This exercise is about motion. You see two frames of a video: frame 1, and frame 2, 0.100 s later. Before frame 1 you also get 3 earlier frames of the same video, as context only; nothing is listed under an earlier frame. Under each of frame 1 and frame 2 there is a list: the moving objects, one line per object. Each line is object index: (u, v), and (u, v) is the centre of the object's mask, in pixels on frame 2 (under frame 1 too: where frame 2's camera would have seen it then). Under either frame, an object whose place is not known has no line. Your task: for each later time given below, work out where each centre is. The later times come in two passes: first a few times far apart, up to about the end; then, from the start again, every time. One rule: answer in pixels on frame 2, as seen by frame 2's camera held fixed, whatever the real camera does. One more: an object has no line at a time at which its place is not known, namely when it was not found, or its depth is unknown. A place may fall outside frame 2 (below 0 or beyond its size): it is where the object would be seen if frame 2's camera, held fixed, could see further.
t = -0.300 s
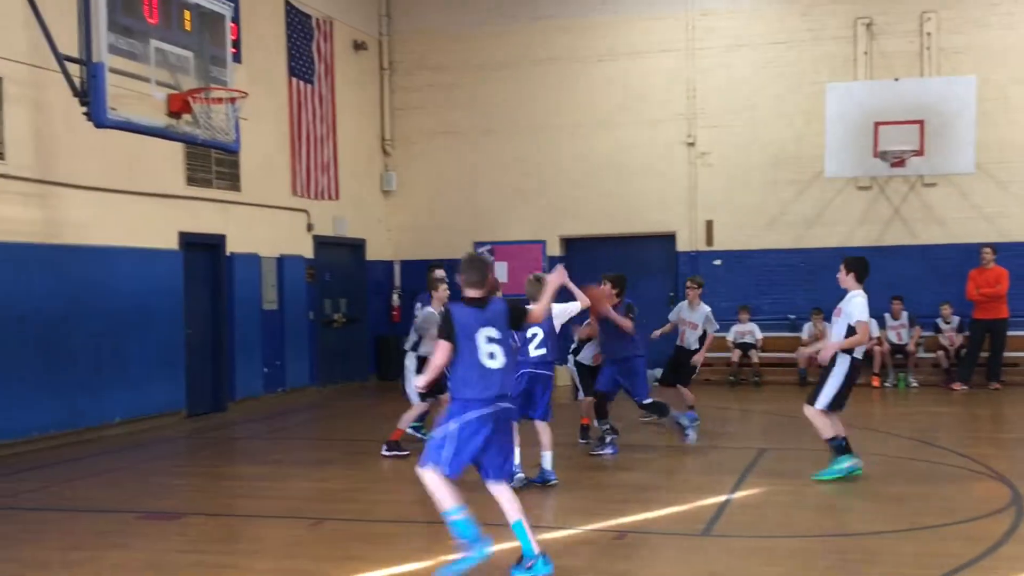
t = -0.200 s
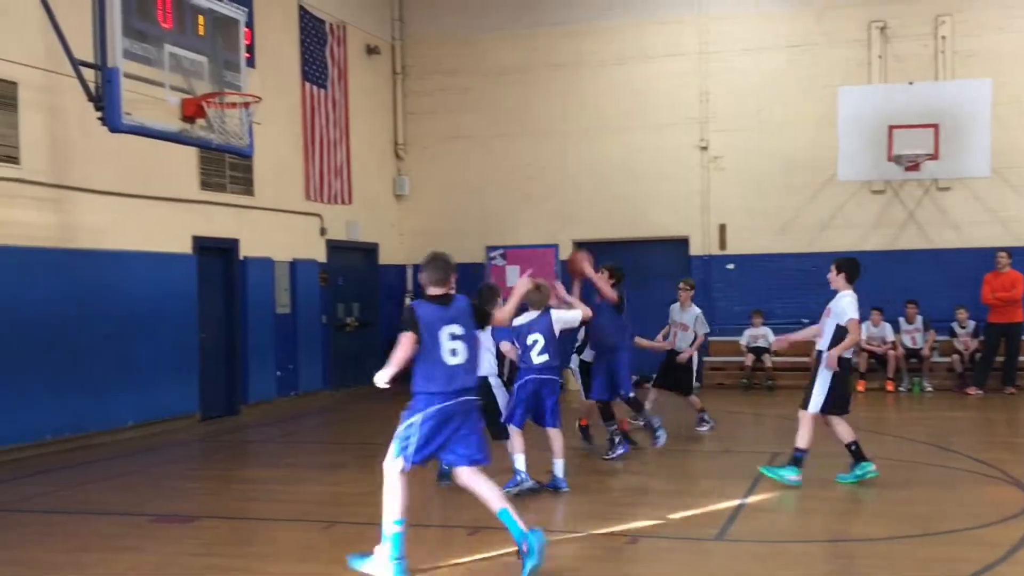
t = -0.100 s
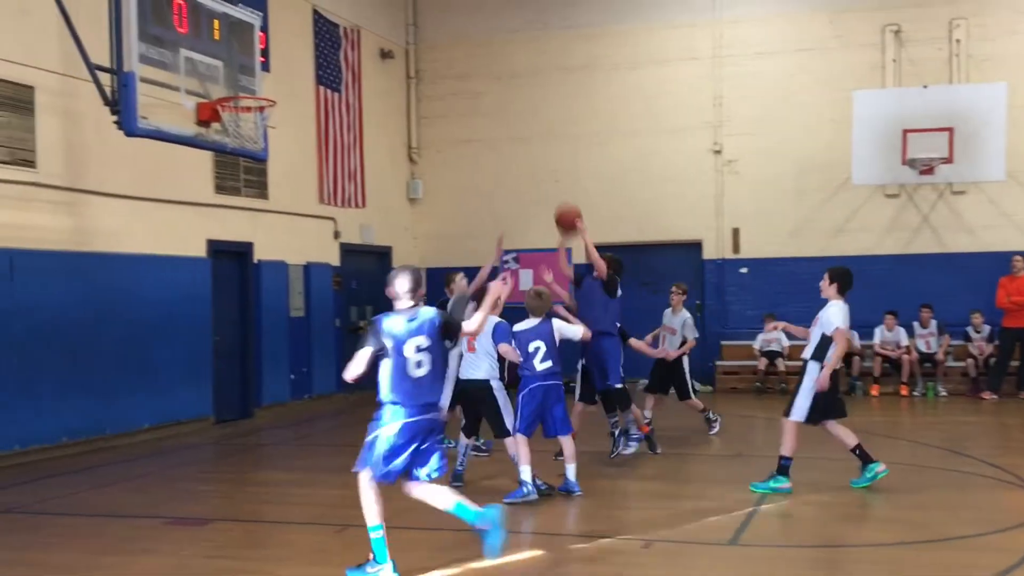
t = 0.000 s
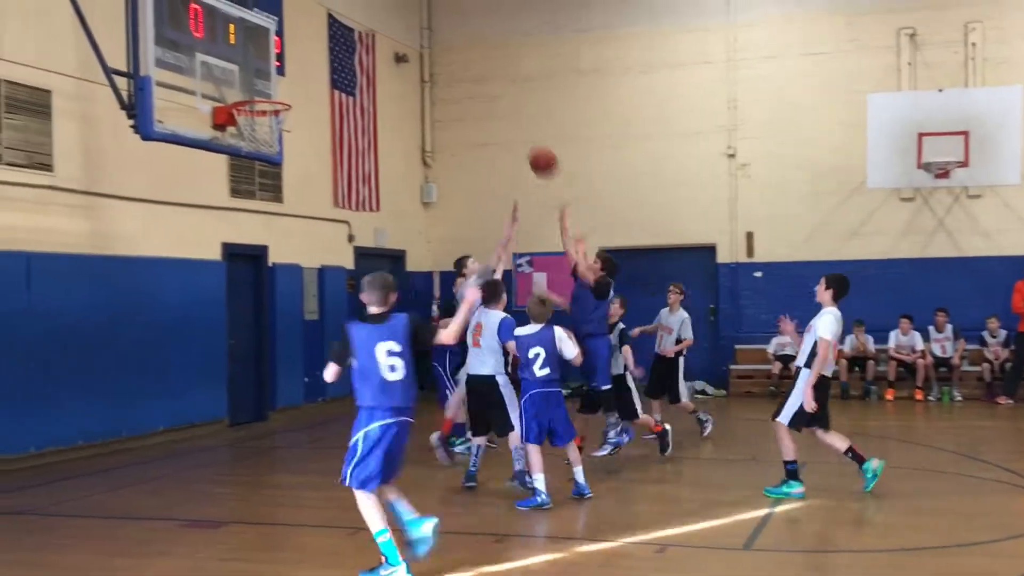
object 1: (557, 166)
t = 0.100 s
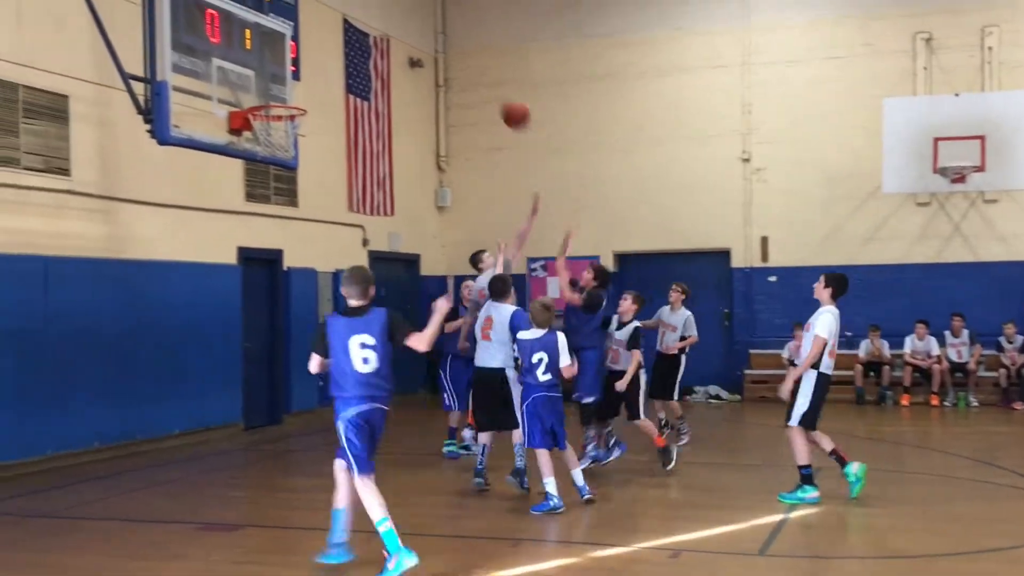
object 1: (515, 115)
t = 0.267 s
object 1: (448, 53)
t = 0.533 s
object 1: (340, 21)
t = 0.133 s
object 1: (502, 100)
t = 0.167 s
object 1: (488, 87)
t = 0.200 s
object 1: (475, 75)
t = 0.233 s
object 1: (462, 63)
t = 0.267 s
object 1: (448, 53)
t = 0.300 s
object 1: (434, 45)
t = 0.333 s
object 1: (422, 37)
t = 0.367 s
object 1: (409, 32)
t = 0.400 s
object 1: (394, 26)
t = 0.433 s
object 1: (380, 23)
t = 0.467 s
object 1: (368, 20)
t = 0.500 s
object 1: (354, 20)
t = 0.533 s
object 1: (340, 21)
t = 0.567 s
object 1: (326, 22)
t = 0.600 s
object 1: (313, 25)
